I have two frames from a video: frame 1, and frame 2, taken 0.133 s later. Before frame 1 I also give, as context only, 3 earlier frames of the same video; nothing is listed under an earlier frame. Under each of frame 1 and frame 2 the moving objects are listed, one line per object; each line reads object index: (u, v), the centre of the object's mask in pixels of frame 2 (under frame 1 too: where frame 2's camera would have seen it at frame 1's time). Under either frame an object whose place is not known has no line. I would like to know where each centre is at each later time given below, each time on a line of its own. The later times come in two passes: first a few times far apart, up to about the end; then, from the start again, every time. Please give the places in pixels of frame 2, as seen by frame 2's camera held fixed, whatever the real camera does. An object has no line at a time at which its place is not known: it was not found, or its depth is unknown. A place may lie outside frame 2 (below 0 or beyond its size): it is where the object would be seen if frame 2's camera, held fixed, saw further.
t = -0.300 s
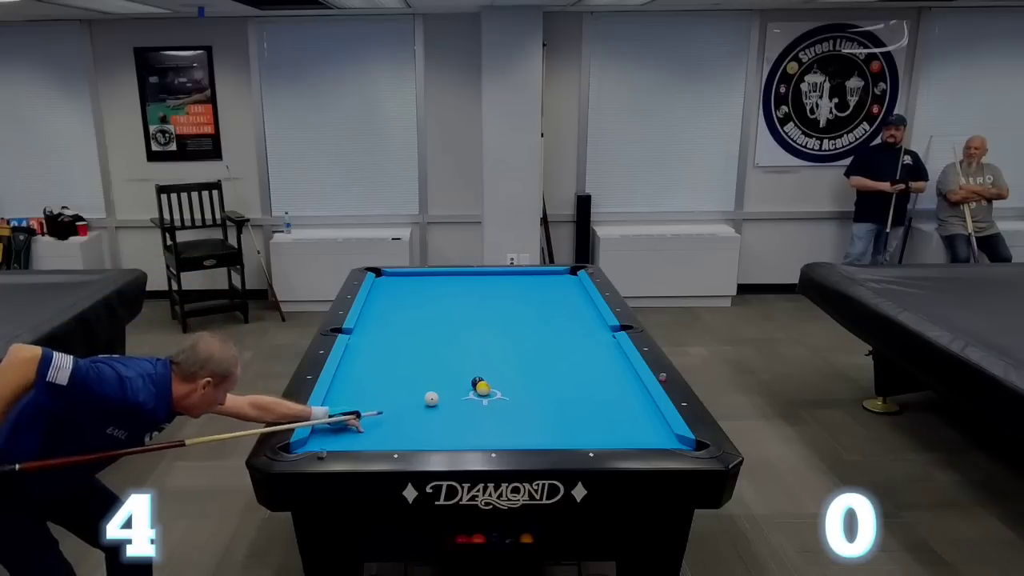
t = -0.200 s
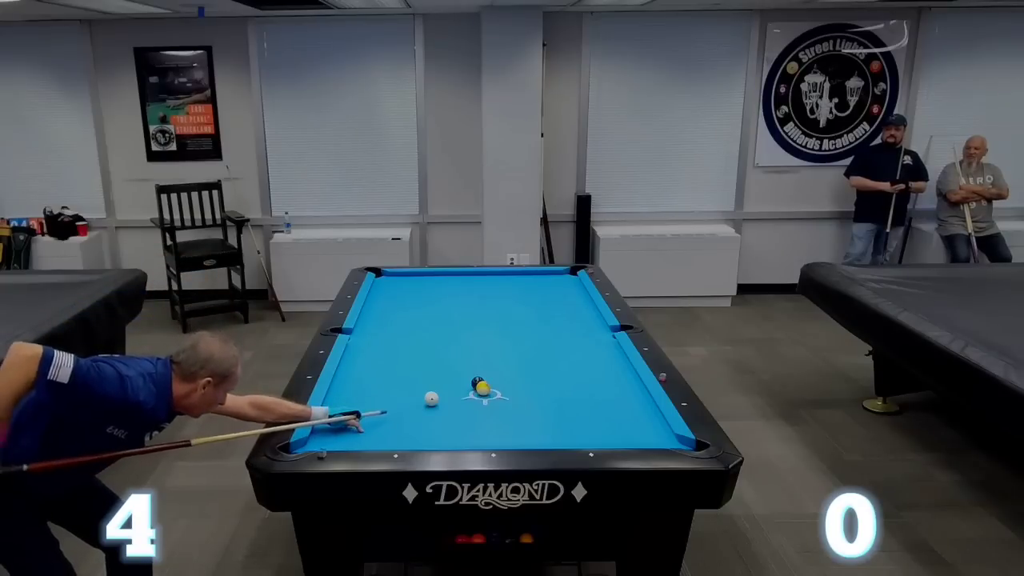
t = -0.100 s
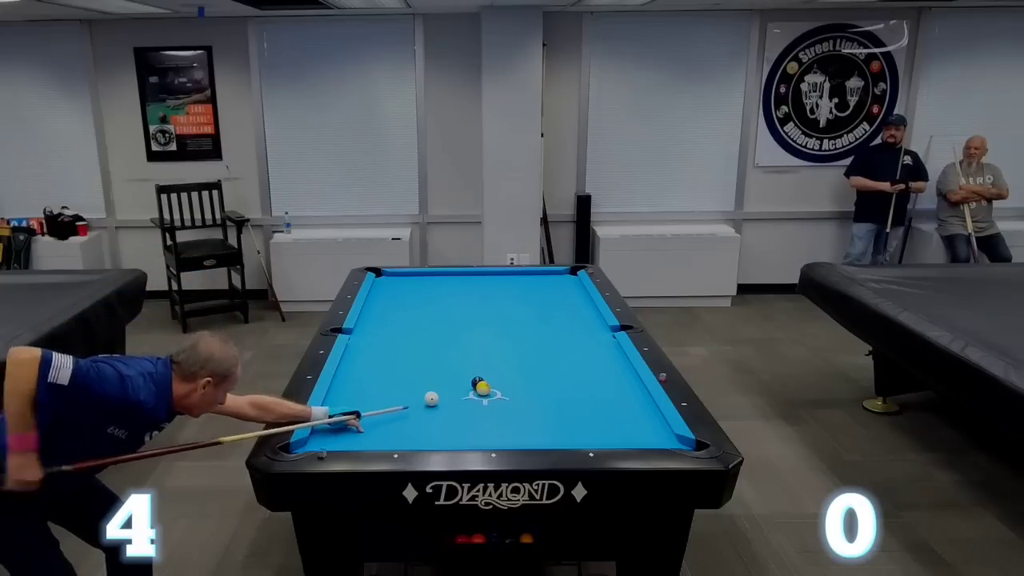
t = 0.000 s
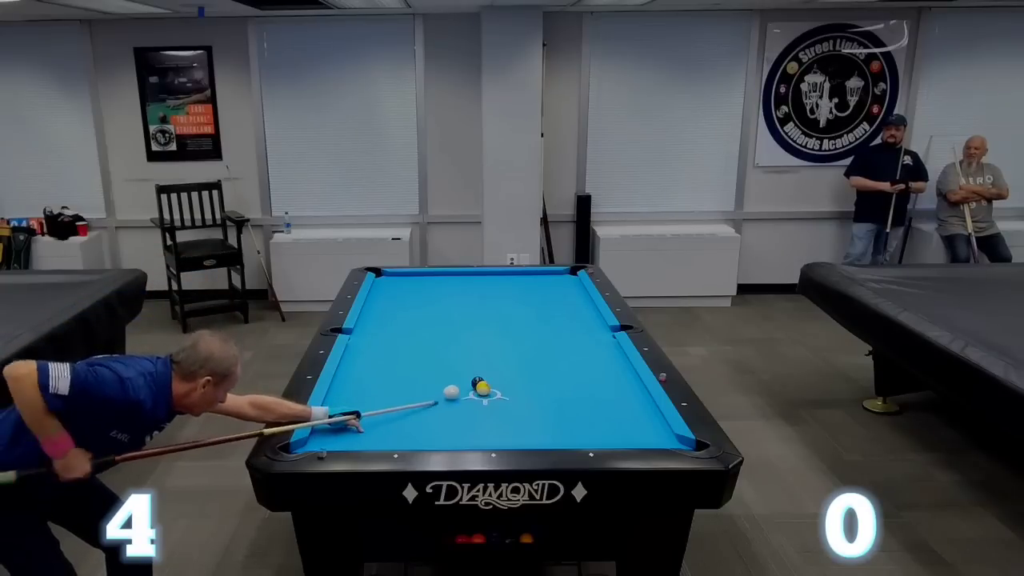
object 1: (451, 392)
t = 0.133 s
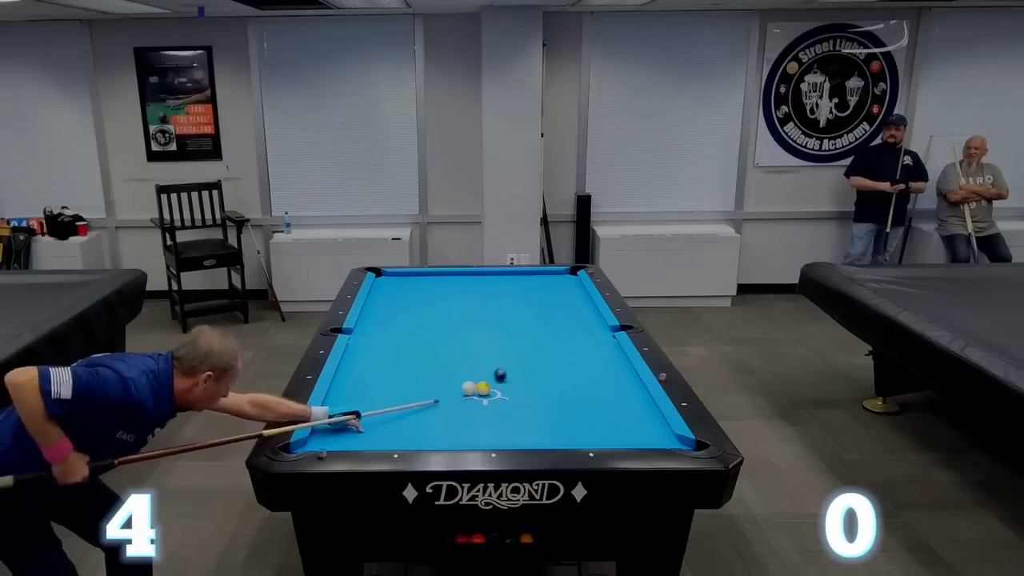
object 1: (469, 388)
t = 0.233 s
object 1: (468, 389)
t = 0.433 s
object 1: (465, 392)
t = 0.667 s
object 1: (462, 395)
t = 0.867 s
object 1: (460, 398)
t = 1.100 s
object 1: (458, 401)
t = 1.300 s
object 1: (456, 403)
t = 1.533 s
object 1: (454, 405)
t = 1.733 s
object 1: (453, 406)
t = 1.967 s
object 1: (451, 407)
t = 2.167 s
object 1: (451, 408)
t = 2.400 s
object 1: (451, 409)
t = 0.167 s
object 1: (469, 388)
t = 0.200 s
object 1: (468, 389)
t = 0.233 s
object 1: (468, 389)
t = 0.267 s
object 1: (467, 390)
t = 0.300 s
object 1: (467, 390)
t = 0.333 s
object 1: (466, 391)
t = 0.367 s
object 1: (466, 391)
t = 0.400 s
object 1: (466, 392)
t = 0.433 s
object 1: (465, 392)
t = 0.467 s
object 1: (465, 393)
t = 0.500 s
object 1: (465, 393)
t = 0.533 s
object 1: (464, 394)
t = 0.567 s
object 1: (464, 394)
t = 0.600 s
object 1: (463, 395)
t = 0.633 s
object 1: (463, 395)
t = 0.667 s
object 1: (462, 395)
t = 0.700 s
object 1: (462, 396)
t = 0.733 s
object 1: (461, 396)
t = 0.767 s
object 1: (461, 397)
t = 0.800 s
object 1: (461, 397)
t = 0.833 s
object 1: (460, 398)
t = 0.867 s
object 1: (460, 398)
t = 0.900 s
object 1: (460, 398)
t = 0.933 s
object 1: (459, 399)
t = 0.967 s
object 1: (459, 399)
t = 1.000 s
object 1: (459, 400)
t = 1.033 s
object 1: (458, 400)
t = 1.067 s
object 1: (458, 400)
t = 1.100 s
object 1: (458, 401)
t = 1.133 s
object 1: (458, 401)
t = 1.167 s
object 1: (457, 401)
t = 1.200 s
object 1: (457, 402)
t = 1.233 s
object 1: (457, 402)
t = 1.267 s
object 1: (456, 403)
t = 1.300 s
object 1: (456, 403)
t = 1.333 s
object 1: (455, 403)
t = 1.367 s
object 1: (455, 403)
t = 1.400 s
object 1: (455, 404)
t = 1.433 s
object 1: (455, 404)
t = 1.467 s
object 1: (454, 404)
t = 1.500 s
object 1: (454, 404)
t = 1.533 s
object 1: (454, 405)
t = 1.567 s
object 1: (454, 405)
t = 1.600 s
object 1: (454, 405)
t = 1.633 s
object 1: (453, 405)
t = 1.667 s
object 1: (453, 405)
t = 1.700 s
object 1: (453, 406)
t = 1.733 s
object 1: (453, 406)
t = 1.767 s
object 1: (453, 406)
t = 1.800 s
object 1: (452, 406)
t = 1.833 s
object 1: (452, 407)
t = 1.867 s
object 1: (452, 407)
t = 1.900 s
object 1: (452, 407)
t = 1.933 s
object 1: (452, 407)
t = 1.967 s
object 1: (451, 407)
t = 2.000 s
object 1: (451, 407)
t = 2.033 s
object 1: (451, 408)
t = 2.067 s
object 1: (451, 408)
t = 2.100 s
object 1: (451, 408)
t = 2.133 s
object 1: (451, 408)
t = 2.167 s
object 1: (451, 408)
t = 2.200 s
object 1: (451, 408)
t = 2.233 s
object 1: (451, 408)
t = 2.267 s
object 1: (451, 408)
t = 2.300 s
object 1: (451, 408)
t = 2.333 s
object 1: (451, 408)
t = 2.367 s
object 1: (451, 408)
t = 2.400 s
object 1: (451, 409)
